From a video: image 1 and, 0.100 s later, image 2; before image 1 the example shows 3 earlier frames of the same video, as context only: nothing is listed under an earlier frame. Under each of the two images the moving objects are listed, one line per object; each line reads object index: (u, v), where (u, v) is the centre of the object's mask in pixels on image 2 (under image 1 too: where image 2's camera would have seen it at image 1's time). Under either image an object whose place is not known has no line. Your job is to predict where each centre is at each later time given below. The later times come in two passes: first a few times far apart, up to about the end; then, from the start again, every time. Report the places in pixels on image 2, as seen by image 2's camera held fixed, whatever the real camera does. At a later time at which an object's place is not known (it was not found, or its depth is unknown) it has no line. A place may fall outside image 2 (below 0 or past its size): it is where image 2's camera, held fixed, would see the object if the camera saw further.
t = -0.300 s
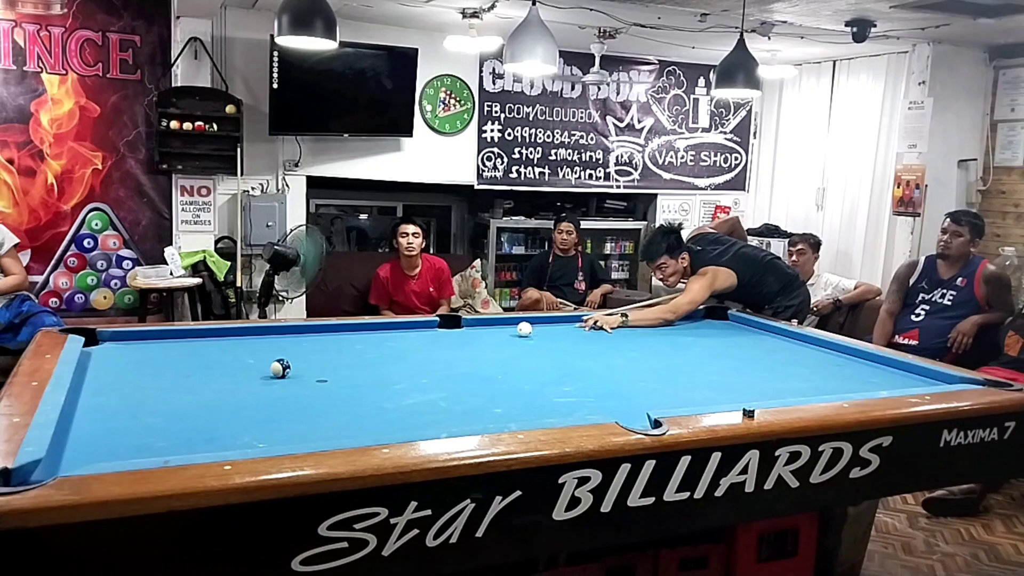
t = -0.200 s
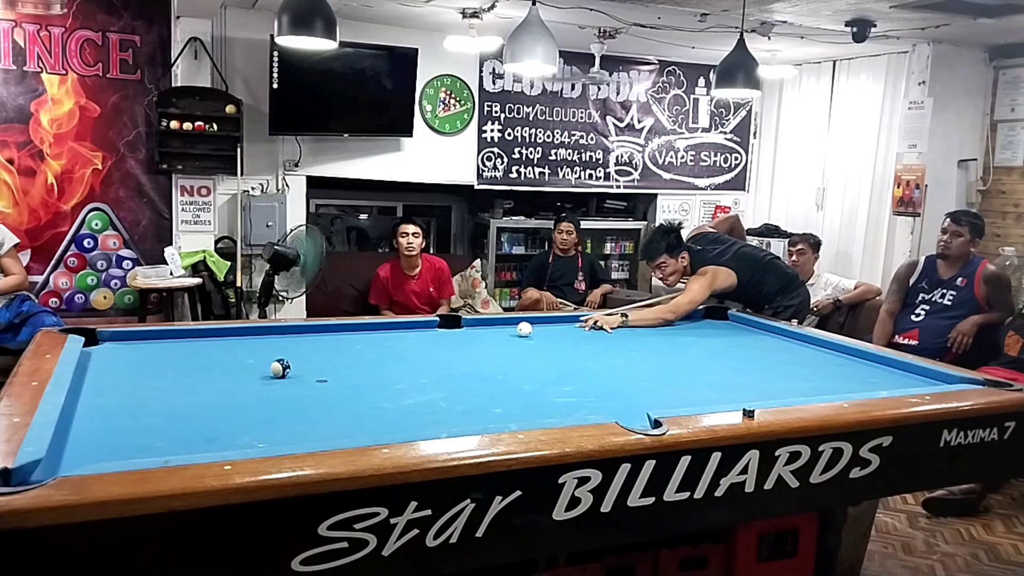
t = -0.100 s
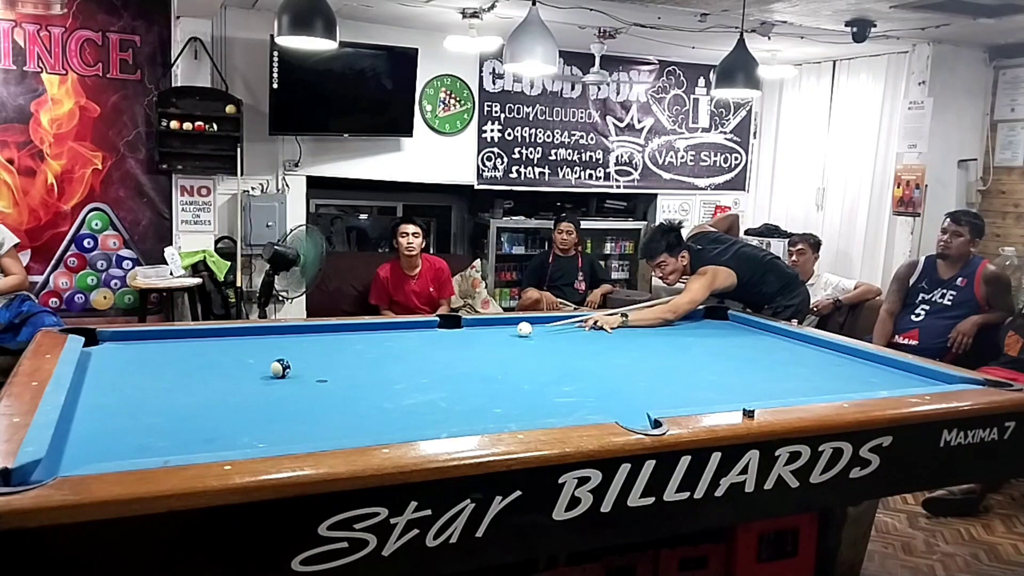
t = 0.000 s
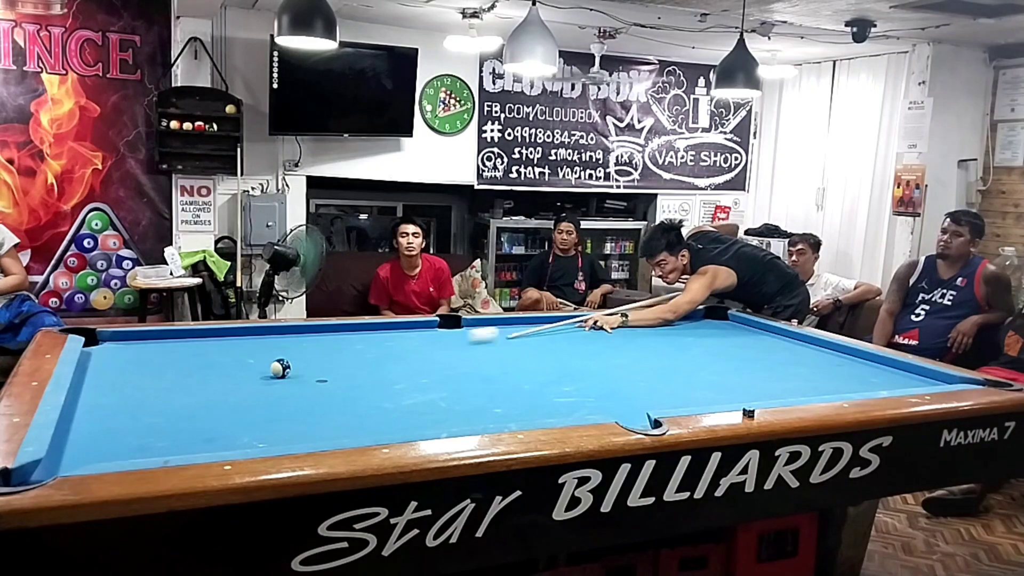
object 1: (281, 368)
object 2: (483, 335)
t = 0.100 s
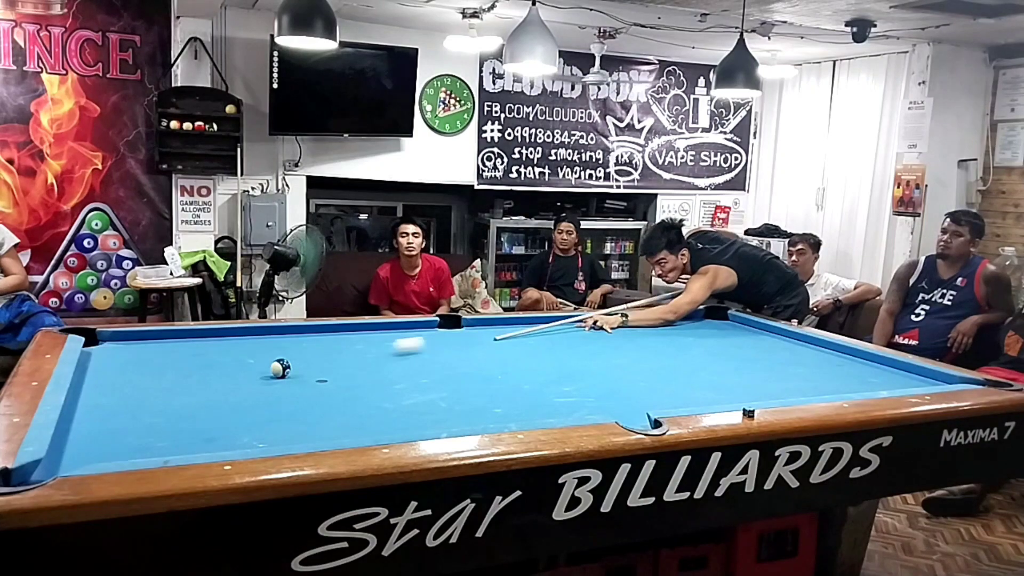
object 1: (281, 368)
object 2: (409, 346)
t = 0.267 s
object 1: (273, 371)
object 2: (283, 361)
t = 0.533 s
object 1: (179, 415)
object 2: (166, 357)
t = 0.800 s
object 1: (62, 464)
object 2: (108, 350)
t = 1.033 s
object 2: (156, 339)
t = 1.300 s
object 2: (203, 335)
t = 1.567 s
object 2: (246, 338)
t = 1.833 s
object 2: (289, 341)
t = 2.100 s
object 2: (330, 344)
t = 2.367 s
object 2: (369, 346)
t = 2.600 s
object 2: (402, 349)
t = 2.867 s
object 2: (439, 351)
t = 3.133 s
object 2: (474, 354)
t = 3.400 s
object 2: (508, 356)
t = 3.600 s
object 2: (533, 358)
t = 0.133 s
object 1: (281, 368)
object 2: (384, 349)
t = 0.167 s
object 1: (281, 368)
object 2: (356, 354)
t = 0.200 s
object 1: (281, 368)
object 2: (330, 357)
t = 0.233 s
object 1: (281, 368)
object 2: (304, 361)
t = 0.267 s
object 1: (273, 371)
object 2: (283, 361)
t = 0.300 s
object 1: (262, 377)
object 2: (265, 360)
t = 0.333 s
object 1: (250, 383)
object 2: (250, 361)
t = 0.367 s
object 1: (238, 388)
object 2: (236, 361)
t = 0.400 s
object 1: (227, 393)
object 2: (222, 360)
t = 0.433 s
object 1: (216, 399)
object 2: (208, 359)
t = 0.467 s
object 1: (204, 403)
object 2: (194, 359)
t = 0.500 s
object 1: (192, 409)
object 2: (180, 358)
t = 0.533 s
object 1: (179, 415)
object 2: (166, 357)
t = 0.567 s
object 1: (168, 420)
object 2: (152, 357)
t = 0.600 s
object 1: (155, 425)
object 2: (138, 356)
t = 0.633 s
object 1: (140, 433)
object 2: (125, 355)
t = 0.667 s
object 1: (127, 438)
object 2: (111, 355)
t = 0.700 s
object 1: (114, 445)
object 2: (97, 354)
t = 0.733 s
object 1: (98, 449)
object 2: (93, 353)
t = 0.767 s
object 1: (78, 458)
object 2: (101, 352)
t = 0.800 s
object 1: (62, 464)
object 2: (108, 350)
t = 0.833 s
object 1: (46, 473)
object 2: (116, 348)
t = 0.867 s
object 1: (31, 481)
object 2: (123, 346)
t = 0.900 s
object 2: (130, 344)
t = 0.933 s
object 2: (137, 343)
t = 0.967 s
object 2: (143, 342)
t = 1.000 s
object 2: (150, 340)
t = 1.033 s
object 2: (156, 339)
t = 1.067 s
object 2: (163, 337)
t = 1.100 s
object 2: (169, 336)
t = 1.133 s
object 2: (175, 335)
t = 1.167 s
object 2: (181, 334)
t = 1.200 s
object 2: (186, 334)
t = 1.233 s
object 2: (192, 334)
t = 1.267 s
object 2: (197, 334)
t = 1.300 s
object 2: (203, 335)
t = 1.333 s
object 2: (208, 335)
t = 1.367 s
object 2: (214, 336)
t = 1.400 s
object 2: (219, 336)
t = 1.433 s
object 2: (225, 336)
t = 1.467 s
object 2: (230, 337)
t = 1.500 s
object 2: (236, 337)
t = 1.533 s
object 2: (241, 338)
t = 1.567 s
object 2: (246, 338)
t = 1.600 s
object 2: (252, 338)
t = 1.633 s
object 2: (257, 339)
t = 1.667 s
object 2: (262, 339)
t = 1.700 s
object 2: (268, 339)
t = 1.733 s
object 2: (273, 340)
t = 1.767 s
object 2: (278, 340)
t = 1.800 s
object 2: (284, 340)
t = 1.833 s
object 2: (289, 341)
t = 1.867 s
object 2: (294, 341)
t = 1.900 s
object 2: (299, 342)
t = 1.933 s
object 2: (304, 342)
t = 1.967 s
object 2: (309, 342)
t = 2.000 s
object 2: (315, 342)
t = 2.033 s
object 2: (320, 343)
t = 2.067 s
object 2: (325, 343)
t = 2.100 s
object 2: (330, 344)
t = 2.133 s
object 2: (335, 344)
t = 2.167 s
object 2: (340, 344)
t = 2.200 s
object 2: (345, 345)
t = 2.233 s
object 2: (350, 345)
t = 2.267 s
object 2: (355, 345)
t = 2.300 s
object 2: (359, 346)
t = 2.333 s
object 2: (364, 346)
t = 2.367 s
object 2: (369, 346)
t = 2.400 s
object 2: (374, 347)
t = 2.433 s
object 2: (379, 347)
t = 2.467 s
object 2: (384, 347)
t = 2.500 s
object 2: (388, 348)
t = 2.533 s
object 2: (393, 348)
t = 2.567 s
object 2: (398, 348)
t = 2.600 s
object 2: (402, 349)
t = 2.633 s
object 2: (407, 349)
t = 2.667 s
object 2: (412, 349)
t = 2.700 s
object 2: (416, 349)
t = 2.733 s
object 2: (421, 350)
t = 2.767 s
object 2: (426, 350)
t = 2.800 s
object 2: (430, 350)
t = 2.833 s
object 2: (434, 351)
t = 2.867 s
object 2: (439, 351)
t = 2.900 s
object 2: (443, 351)
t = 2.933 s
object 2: (448, 352)
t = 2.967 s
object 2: (452, 352)
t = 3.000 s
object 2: (457, 352)
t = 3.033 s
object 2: (461, 353)
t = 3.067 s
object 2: (465, 353)
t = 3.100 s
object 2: (470, 353)
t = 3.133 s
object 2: (474, 354)
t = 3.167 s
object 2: (478, 354)
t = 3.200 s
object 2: (482, 354)
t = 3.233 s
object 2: (487, 355)
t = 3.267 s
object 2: (491, 355)
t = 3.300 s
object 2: (495, 355)
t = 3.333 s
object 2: (499, 356)
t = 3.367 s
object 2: (503, 356)
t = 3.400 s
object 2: (508, 356)
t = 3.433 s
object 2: (512, 356)
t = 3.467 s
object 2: (516, 357)
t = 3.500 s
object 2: (520, 357)
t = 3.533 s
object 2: (524, 357)
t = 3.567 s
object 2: (528, 358)
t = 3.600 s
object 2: (533, 358)
